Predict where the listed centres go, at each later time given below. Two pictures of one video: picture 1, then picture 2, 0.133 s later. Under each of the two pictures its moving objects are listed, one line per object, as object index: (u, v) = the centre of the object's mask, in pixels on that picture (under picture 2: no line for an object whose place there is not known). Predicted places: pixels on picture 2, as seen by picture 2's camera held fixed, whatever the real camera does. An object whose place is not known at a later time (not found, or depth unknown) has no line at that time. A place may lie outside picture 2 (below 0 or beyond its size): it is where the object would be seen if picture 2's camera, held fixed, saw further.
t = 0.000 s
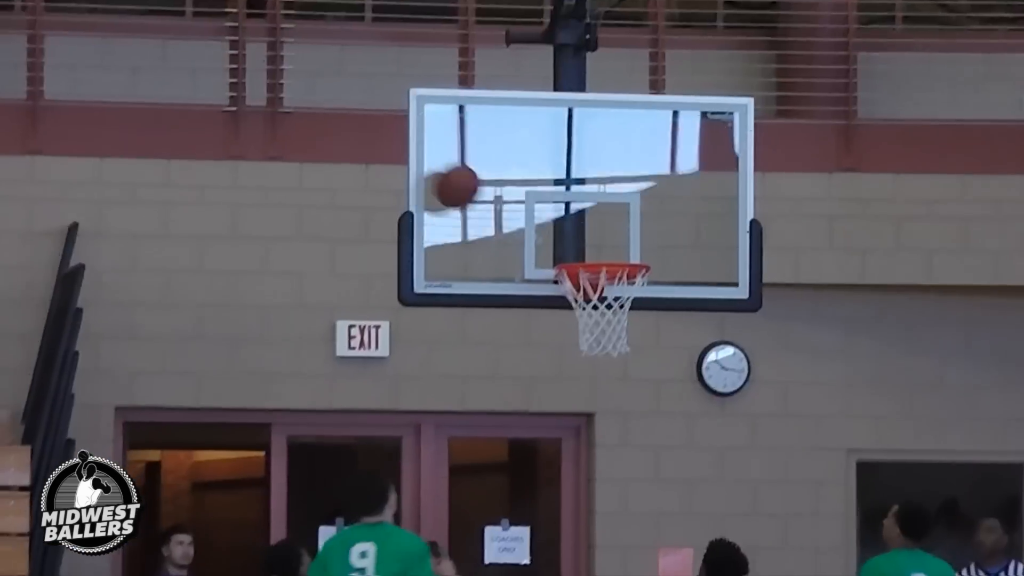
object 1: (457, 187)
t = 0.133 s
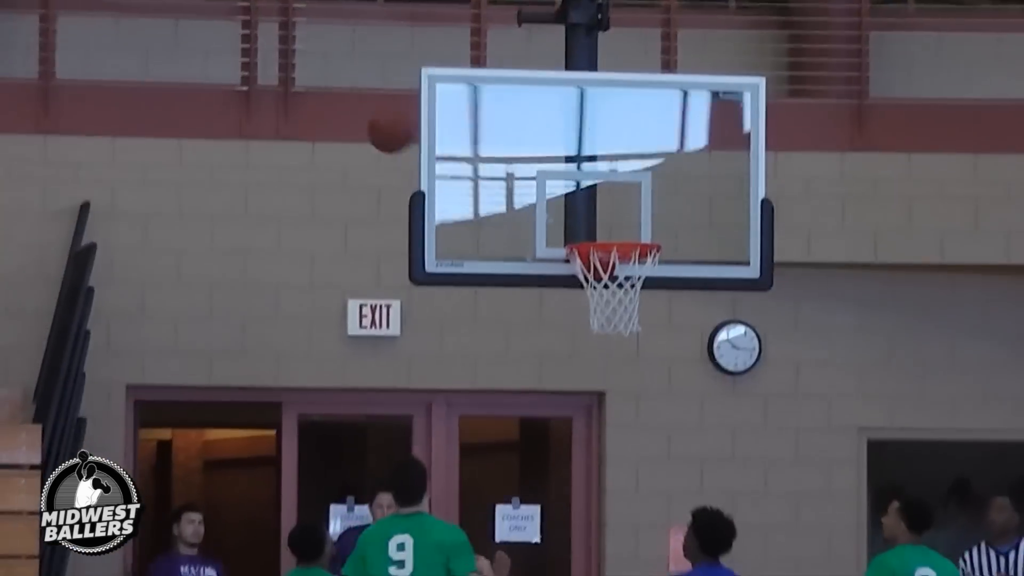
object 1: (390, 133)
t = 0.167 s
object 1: (374, 127)
